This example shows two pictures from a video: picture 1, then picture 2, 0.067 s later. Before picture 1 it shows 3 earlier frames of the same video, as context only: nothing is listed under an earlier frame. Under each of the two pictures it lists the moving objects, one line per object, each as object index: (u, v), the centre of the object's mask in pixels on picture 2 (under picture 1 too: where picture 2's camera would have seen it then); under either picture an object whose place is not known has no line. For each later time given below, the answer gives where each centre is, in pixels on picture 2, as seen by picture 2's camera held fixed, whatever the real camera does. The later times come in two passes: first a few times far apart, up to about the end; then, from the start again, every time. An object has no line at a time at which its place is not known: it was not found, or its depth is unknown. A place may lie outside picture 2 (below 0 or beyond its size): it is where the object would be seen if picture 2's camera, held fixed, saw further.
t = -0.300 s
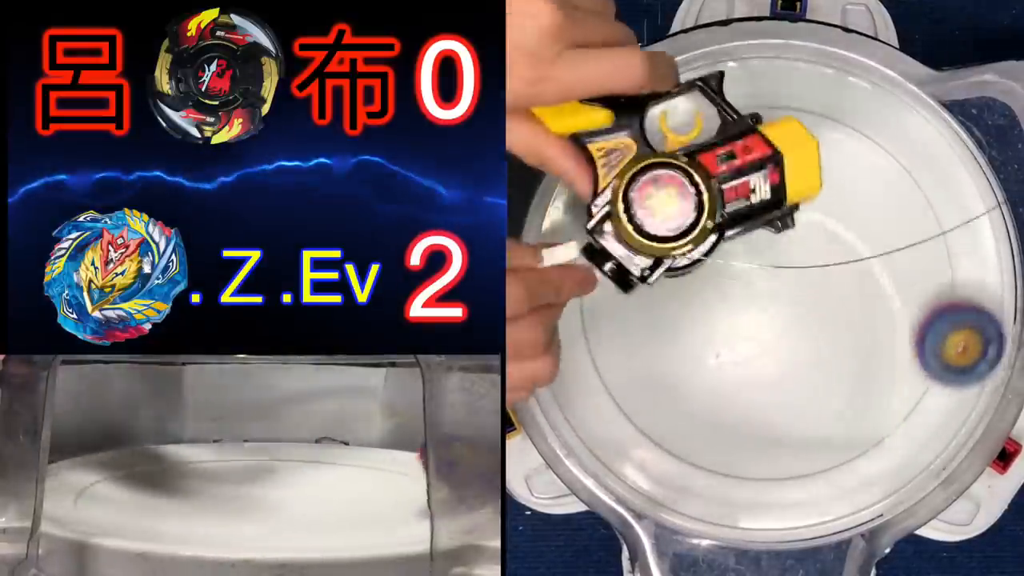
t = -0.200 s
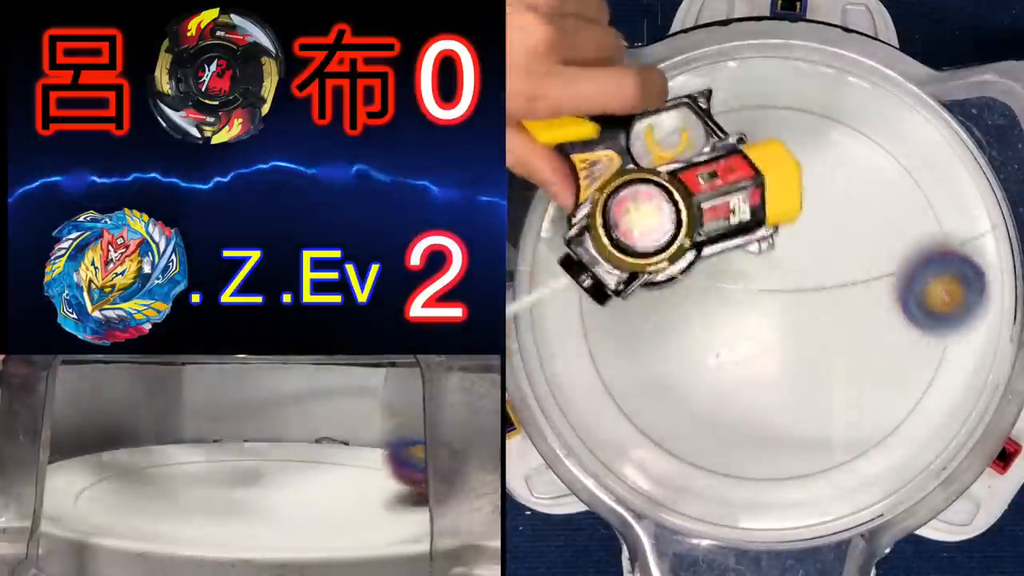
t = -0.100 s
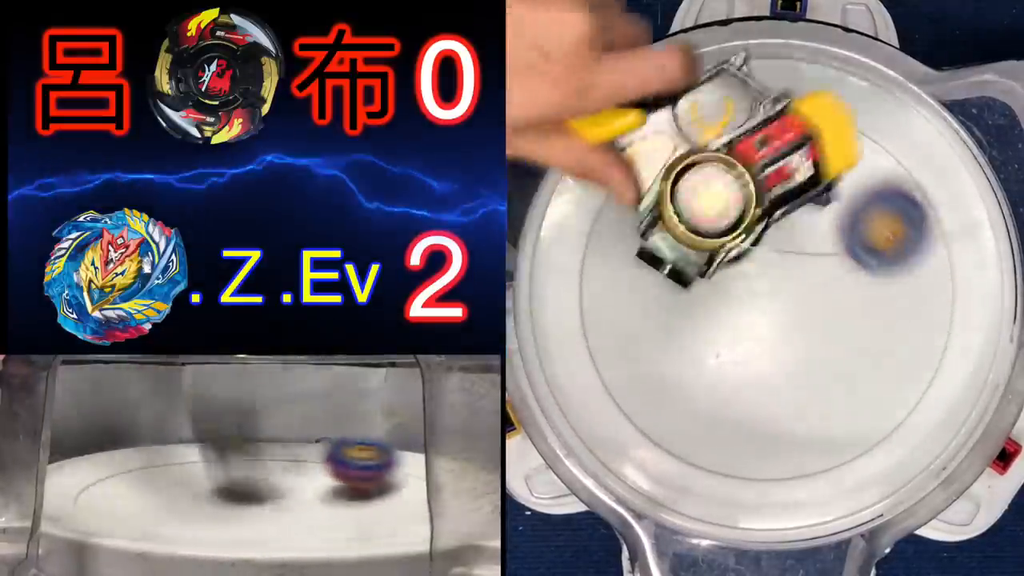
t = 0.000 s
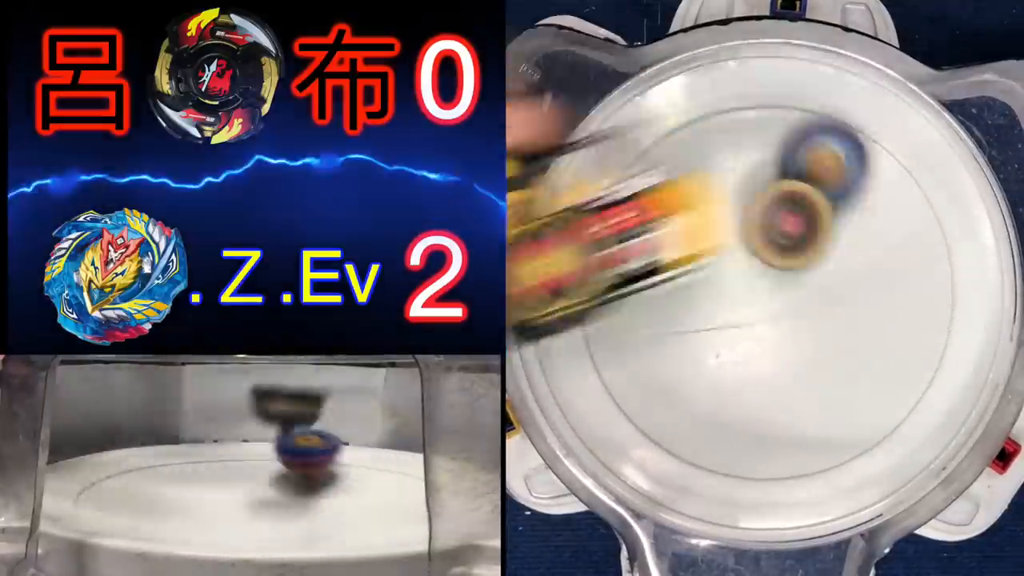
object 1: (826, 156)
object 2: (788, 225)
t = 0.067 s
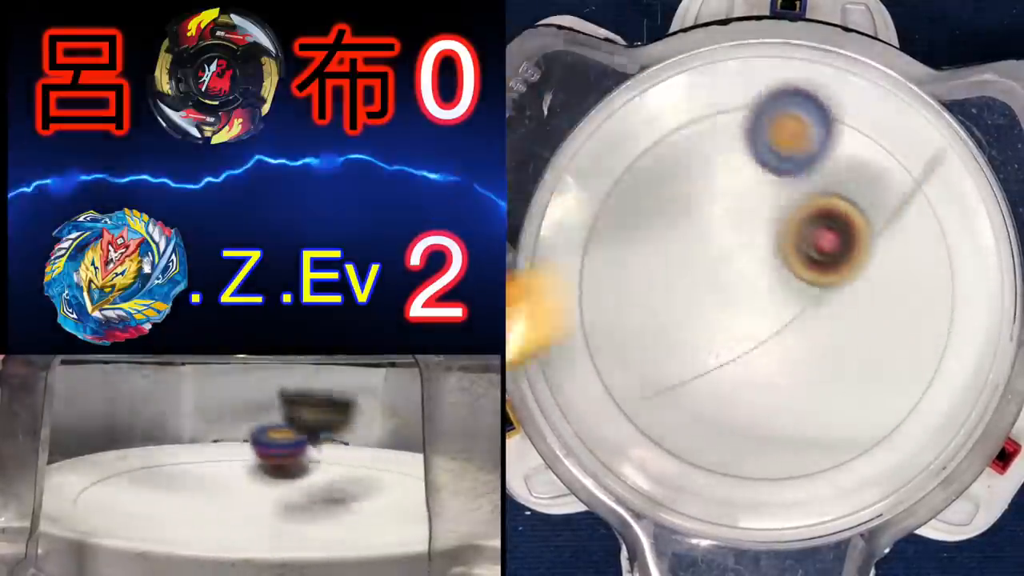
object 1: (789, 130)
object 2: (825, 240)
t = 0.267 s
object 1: (689, 188)
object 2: (858, 290)
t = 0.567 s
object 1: (793, 456)
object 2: (776, 291)
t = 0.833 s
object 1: (899, 311)
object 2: (735, 231)
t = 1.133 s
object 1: (767, 131)
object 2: (739, 321)
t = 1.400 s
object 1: (642, 407)
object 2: (843, 278)
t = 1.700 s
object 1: (851, 437)
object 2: (766, 183)
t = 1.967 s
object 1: (803, 183)
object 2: (685, 315)
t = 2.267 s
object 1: (595, 254)
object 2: (854, 385)
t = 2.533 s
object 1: (779, 465)
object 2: (892, 213)
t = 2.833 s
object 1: (904, 166)
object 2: (657, 211)
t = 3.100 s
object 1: (589, 270)
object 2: (693, 446)
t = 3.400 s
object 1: (827, 418)
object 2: (984, 298)
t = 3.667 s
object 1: (734, 342)
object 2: (749, 78)
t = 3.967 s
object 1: (722, 406)
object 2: (607, 395)
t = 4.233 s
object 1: (788, 265)
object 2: (912, 399)
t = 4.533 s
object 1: (656, 202)
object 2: (771, 101)
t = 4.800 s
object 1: (611, 432)
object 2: (632, 220)
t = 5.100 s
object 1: (887, 367)
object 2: (764, 361)
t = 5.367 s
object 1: (799, 118)
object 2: (819, 257)
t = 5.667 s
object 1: (630, 312)
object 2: (679, 202)
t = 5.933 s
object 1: (846, 368)
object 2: (659, 338)
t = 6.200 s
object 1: (902, 172)
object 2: (851, 352)
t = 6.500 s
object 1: (688, 220)
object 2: (842, 144)
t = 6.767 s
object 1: (792, 371)
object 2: (641, 194)
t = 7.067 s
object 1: (863, 259)
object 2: (750, 446)
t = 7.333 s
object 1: (758, 269)
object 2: (944, 335)
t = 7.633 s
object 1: (774, 341)
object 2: (790, 113)
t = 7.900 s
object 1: (784, 300)
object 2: (610, 299)
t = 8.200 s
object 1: (752, 299)
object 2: (803, 473)
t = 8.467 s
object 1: (752, 286)
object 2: (938, 277)
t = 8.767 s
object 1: (766, 270)
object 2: (705, 150)
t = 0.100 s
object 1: (770, 122)
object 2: (840, 249)
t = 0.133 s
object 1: (751, 121)
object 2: (852, 259)
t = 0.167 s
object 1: (732, 128)
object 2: (858, 266)
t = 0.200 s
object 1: (715, 140)
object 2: (860, 274)
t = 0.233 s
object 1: (700, 161)
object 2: (861, 282)
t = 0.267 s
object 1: (689, 188)
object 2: (858, 290)
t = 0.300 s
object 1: (684, 220)
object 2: (853, 295)
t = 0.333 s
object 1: (684, 250)
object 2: (846, 301)
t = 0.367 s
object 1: (688, 283)
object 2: (836, 304)
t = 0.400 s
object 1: (697, 320)
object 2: (827, 306)
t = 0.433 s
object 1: (711, 355)
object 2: (815, 306)
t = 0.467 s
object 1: (729, 387)
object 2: (804, 305)
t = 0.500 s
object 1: (749, 413)
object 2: (794, 301)
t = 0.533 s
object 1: (771, 438)
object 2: (784, 297)
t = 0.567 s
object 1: (793, 456)
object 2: (776, 291)
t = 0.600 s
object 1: (816, 468)
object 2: (770, 283)
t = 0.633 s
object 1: (835, 465)
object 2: (766, 274)
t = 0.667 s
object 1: (850, 448)
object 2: (764, 264)
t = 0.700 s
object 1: (866, 420)
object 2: (760, 254)
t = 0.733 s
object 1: (877, 397)
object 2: (756, 245)
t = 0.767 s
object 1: (885, 371)
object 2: (750, 237)
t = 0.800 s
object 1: (894, 340)
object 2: (743, 233)
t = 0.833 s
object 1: (899, 311)
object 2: (735, 231)
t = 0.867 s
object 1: (903, 278)
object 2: (726, 231)
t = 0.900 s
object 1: (903, 247)
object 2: (718, 236)
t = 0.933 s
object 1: (899, 215)
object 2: (712, 243)
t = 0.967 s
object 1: (891, 183)
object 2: (708, 255)
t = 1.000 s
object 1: (877, 156)
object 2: (707, 268)
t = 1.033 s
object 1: (857, 135)
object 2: (709, 282)
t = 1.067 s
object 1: (830, 125)
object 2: (715, 296)
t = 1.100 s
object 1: (799, 123)
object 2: (726, 310)
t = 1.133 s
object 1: (767, 131)
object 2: (739, 321)
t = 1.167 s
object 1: (734, 147)
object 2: (755, 329)
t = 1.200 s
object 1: (706, 170)
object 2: (771, 332)
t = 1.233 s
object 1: (678, 201)
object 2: (789, 331)
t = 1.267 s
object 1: (659, 235)
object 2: (804, 327)
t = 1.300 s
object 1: (646, 273)
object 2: (818, 318)
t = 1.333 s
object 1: (637, 322)
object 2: (830, 305)
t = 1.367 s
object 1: (636, 366)
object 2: (838, 293)
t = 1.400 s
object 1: (642, 407)
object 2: (843, 278)
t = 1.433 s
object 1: (654, 447)
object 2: (846, 263)
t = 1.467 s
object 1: (681, 470)
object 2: (846, 247)
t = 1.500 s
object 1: (710, 488)
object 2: (842, 234)
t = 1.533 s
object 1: (743, 503)
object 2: (835, 220)
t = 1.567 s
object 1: (778, 524)
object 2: (825, 207)
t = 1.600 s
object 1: (815, 527)
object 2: (813, 197)
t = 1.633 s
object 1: (833, 503)
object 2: (799, 188)
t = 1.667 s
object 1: (842, 478)
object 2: (784, 183)
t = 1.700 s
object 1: (851, 437)
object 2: (766, 183)
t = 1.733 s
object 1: (856, 405)
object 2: (749, 186)
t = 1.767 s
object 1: (860, 367)
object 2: (730, 194)
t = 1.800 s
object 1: (861, 329)
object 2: (713, 206)
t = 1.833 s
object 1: (861, 294)
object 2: (698, 224)
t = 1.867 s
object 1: (855, 259)
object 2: (688, 244)
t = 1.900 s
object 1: (843, 229)
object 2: (683, 266)
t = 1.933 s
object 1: (824, 204)
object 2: (681, 290)
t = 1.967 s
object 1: (803, 183)
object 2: (685, 315)
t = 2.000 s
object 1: (778, 168)
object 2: (693, 338)
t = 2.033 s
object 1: (751, 158)
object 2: (708, 361)
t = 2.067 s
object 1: (724, 152)
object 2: (725, 378)
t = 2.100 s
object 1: (696, 155)
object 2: (745, 391)
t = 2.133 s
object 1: (669, 164)
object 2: (765, 399)
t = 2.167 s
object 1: (645, 178)
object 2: (789, 402)
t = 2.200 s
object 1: (624, 198)
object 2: (810, 400)
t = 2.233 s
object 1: (607, 225)
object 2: (832, 395)
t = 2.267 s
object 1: (595, 254)
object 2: (854, 385)
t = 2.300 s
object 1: (588, 288)
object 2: (873, 370)
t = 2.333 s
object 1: (586, 326)
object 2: (889, 351)
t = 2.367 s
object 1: (601, 363)
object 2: (901, 332)
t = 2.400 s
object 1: (625, 396)
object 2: (909, 309)
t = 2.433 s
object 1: (654, 427)
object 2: (913, 284)
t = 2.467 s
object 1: (690, 450)
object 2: (910, 260)
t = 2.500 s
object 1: (735, 462)
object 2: (903, 236)
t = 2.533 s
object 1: (779, 465)
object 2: (892, 213)
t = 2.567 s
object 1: (826, 449)
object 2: (877, 192)
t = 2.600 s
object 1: (864, 436)
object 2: (856, 174)
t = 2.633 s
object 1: (899, 408)
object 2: (830, 159)
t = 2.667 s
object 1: (926, 374)
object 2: (801, 151)
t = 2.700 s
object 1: (942, 331)
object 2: (772, 148)
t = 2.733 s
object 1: (950, 290)
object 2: (742, 153)
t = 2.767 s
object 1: (945, 248)
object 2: (707, 168)
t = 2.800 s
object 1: (928, 203)
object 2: (681, 186)
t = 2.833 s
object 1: (904, 166)
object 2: (657, 211)
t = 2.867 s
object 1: (869, 135)
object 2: (640, 235)
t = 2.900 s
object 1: (824, 111)
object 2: (628, 268)
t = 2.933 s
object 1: (773, 103)
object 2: (623, 303)
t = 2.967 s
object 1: (722, 110)
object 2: (624, 337)
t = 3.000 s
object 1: (671, 134)
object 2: (633, 369)
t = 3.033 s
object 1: (628, 171)
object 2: (647, 399)
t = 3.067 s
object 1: (601, 219)
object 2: (667, 424)
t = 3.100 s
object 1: (589, 270)
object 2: (693, 446)
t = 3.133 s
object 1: (591, 328)
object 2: (720, 463)
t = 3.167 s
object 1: (612, 377)
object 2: (750, 473)
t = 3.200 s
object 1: (645, 415)
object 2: (781, 479)
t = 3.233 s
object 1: (689, 449)
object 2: (813, 471)
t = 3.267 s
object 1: (737, 464)
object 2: (844, 459)
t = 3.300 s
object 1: (781, 464)
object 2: (874, 444)
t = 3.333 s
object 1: (812, 456)
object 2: (915, 411)
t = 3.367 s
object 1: (822, 436)
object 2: (965, 364)
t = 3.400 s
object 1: (827, 418)
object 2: (984, 298)
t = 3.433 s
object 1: (832, 395)
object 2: (977, 224)
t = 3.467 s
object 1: (833, 368)
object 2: (963, 155)
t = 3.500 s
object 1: (830, 339)
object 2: (933, 123)
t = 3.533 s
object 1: (822, 311)
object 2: (891, 143)
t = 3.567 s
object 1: (812, 283)
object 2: (853, 160)
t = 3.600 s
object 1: (799, 264)
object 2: (806, 173)
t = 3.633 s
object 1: (765, 304)
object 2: (778, 111)
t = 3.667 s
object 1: (734, 342)
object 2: (749, 78)
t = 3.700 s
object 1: (707, 379)
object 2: (713, 95)
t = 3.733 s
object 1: (685, 413)
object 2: (678, 125)
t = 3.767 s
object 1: (672, 439)
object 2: (648, 153)
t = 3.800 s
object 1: (670, 449)
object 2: (621, 189)
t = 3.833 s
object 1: (674, 450)
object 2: (600, 229)
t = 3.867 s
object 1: (682, 444)
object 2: (585, 272)
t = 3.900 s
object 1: (694, 433)
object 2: (577, 314)
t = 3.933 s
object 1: (708, 420)
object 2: (587, 356)
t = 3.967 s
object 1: (722, 406)
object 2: (607, 395)
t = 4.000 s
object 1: (737, 391)
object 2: (636, 427)
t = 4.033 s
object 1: (752, 375)
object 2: (674, 453)
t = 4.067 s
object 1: (767, 353)
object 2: (717, 467)
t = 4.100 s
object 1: (779, 335)
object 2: (761, 472)
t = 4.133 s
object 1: (786, 318)
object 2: (802, 471)
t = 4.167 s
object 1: (789, 300)
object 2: (844, 456)
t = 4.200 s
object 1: (791, 282)
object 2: (879, 431)
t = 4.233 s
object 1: (788, 265)
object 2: (912, 399)
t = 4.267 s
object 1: (783, 248)
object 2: (933, 358)
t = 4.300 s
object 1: (771, 236)
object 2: (944, 316)
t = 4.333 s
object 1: (760, 223)
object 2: (947, 270)
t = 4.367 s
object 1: (747, 210)
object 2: (937, 228)
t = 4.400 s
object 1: (730, 203)
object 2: (918, 189)
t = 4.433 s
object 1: (712, 198)
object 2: (890, 155)
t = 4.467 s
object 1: (693, 195)
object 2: (857, 125)
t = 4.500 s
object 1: (675, 197)
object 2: (814, 109)
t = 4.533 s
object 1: (656, 202)
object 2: (771, 101)
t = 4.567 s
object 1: (640, 209)
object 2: (728, 106)
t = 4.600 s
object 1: (623, 221)
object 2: (686, 120)
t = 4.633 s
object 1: (611, 235)
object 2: (645, 147)
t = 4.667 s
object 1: (600, 257)
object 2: (619, 169)
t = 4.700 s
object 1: (586, 309)
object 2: (616, 177)
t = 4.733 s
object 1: (586, 359)
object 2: (618, 188)
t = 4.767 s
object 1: (592, 399)
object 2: (623, 202)
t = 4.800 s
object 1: (611, 432)
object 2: (632, 220)
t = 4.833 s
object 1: (641, 454)
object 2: (644, 241)
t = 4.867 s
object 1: (672, 469)
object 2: (657, 262)
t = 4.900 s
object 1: (705, 475)
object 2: (671, 282)
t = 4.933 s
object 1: (738, 474)
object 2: (685, 302)
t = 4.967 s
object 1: (771, 463)
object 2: (700, 319)
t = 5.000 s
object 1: (808, 442)
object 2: (714, 338)
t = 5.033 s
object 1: (838, 421)
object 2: (730, 350)
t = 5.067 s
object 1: (864, 398)
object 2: (746, 359)
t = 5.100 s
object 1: (887, 367)
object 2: (764, 361)
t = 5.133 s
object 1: (907, 326)
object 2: (781, 360)
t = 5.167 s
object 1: (917, 287)
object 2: (796, 354)
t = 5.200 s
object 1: (921, 244)
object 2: (809, 343)
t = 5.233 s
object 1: (919, 202)
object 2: (819, 329)
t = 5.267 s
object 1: (907, 163)
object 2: (824, 312)
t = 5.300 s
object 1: (879, 139)
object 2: (826, 294)
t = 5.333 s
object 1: (840, 124)
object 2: (825, 277)
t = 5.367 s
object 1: (799, 118)
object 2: (819, 257)
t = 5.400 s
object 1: (757, 116)
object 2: (811, 240)
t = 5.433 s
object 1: (718, 119)
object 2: (800, 224)
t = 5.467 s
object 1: (684, 133)
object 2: (786, 211)
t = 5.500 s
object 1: (656, 160)
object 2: (770, 202)
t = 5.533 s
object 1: (636, 187)
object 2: (750, 195)
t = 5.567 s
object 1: (624, 216)
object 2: (732, 192)
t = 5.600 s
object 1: (618, 247)
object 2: (713, 192)
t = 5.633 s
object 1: (621, 280)
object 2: (695, 195)
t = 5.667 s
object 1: (630, 312)
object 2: (679, 202)
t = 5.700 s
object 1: (647, 338)
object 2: (665, 214)
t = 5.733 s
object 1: (668, 359)
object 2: (654, 227)
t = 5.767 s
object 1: (692, 377)
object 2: (645, 242)
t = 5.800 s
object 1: (722, 389)
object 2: (640, 259)
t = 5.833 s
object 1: (752, 395)
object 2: (638, 279)
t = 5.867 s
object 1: (787, 387)
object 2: (639, 299)
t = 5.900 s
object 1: (818, 380)
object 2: (647, 319)
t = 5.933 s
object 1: (846, 368)
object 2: (659, 338)
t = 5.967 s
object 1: (871, 351)
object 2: (677, 357)
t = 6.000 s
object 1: (893, 331)
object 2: (697, 370)
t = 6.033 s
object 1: (910, 308)
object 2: (721, 381)
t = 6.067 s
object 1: (922, 281)
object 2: (748, 385)
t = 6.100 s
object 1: (929, 254)
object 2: (775, 385)
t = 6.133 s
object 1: (929, 225)
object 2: (802, 379)
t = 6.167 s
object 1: (922, 195)
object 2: (828, 368)
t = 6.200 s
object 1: (902, 172)
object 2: (851, 352)
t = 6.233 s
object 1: (877, 155)
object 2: (872, 332)
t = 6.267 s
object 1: (848, 143)
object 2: (887, 309)
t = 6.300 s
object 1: (819, 136)
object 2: (896, 284)
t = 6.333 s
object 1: (791, 135)
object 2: (900, 255)
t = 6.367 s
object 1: (763, 141)
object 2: (898, 230)
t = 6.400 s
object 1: (736, 155)
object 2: (891, 205)
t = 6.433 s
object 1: (714, 174)
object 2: (878, 182)
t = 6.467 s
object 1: (699, 194)
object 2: (862, 160)
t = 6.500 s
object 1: (688, 220)
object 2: (842, 144)
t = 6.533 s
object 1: (683, 247)
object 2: (818, 130)
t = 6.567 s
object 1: (685, 274)
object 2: (792, 121)
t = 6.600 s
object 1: (693, 299)
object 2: (765, 117)
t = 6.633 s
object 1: (705, 322)
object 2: (738, 120)
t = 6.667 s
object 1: (722, 343)
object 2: (710, 130)
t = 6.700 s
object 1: (743, 359)
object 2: (683, 144)
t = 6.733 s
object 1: (770, 366)
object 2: (661, 165)
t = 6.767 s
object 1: (792, 371)
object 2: (641, 194)
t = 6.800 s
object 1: (816, 371)
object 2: (630, 222)
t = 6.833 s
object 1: (836, 367)
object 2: (623, 258)
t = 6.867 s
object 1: (854, 356)
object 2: (623, 291)
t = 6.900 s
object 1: (867, 342)
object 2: (631, 326)
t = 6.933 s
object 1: (876, 325)
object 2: (646, 360)
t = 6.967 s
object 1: (879, 307)
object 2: (665, 387)
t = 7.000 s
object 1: (877, 289)
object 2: (690, 412)
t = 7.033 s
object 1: (872, 273)
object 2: (719, 432)
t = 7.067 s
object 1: (863, 259)
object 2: (750, 446)
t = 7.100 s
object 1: (851, 247)
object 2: (779, 451)
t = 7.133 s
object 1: (838, 238)
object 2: (812, 452)
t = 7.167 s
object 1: (823, 233)
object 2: (842, 447)
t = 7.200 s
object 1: (808, 233)
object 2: (871, 437)
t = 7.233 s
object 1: (795, 236)
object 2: (897, 421)
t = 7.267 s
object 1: (782, 243)
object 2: (919, 398)
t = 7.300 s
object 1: (768, 255)
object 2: (932, 369)
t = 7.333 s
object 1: (758, 269)
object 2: (944, 335)
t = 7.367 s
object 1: (752, 285)
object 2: (950, 303)
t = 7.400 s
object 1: (746, 304)
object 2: (950, 271)
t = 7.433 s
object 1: (749, 313)
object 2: (940, 238)
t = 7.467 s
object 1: (750, 324)
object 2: (926, 203)
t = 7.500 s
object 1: (753, 332)
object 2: (908, 175)
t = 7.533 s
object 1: (758, 337)
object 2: (884, 150)
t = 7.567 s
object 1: (763, 340)
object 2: (857, 132)
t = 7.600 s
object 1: (764, 348)
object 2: (826, 118)
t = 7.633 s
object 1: (774, 341)
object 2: (790, 113)
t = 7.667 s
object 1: (778, 339)
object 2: (754, 116)
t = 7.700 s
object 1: (782, 336)
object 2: (719, 128)
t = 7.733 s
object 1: (786, 332)
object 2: (687, 146)
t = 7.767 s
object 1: (788, 326)
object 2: (658, 173)
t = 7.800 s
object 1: (789, 320)
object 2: (637, 199)
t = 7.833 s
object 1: (788, 313)
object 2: (622, 232)
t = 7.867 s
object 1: (786, 307)
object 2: (613, 264)
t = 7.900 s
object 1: (784, 300)
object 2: (610, 299)
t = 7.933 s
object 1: (781, 296)
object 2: (613, 332)
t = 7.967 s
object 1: (777, 293)
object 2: (623, 366)
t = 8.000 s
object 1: (773, 291)
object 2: (638, 397)
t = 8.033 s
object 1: (768, 292)
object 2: (659, 424)
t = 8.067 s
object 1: (764, 293)
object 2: (683, 447)
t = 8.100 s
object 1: (760, 294)
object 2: (710, 464)
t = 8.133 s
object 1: (757, 297)
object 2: (741, 475)
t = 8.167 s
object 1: (754, 298)
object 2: (773, 478)
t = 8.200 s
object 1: (752, 299)
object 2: (803, 473)
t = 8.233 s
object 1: (751, 299)
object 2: (832, 465)
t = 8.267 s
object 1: (749, 299)
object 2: (862, 449)
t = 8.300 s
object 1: (748, 298)
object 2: (887, 430)
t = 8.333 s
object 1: (748, 296)
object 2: (909, 407)
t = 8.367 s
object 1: (749, 294)
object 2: (925, 380)
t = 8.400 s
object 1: (750, 291)
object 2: (936, 347)
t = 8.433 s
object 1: (751, 289)
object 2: (941, 312)
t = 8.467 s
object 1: (752, 286)
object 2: (938, 277)
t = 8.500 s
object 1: (754, 284)
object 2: (929, 247)
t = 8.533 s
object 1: (756, 281)
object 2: (913, 219)
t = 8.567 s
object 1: (758, 278)
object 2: (893, 193)
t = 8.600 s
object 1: (757, 281)
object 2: (869, 171)
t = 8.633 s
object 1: (759, 279)
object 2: (840, 153)
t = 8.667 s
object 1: (763, 273)
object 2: (807, 142)
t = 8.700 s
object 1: (764, 272)
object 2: (774, 139)
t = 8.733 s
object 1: (766, 271)
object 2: (739, 141)
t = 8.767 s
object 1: (766, 270)
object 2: (705, 150)
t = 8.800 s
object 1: (766, 270)
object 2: (673, 166)
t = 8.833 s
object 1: (766, 271)
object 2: (648, 187)
